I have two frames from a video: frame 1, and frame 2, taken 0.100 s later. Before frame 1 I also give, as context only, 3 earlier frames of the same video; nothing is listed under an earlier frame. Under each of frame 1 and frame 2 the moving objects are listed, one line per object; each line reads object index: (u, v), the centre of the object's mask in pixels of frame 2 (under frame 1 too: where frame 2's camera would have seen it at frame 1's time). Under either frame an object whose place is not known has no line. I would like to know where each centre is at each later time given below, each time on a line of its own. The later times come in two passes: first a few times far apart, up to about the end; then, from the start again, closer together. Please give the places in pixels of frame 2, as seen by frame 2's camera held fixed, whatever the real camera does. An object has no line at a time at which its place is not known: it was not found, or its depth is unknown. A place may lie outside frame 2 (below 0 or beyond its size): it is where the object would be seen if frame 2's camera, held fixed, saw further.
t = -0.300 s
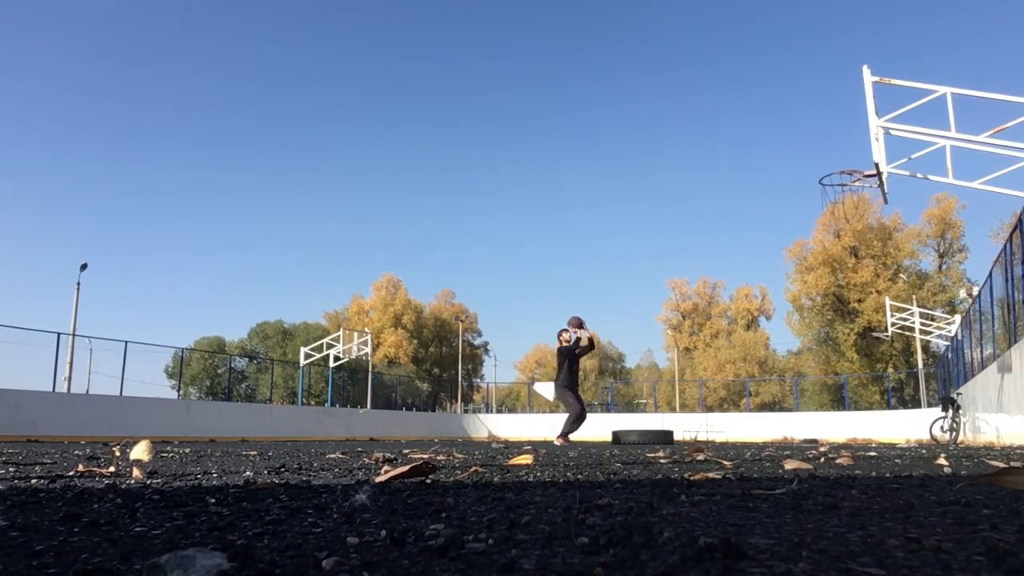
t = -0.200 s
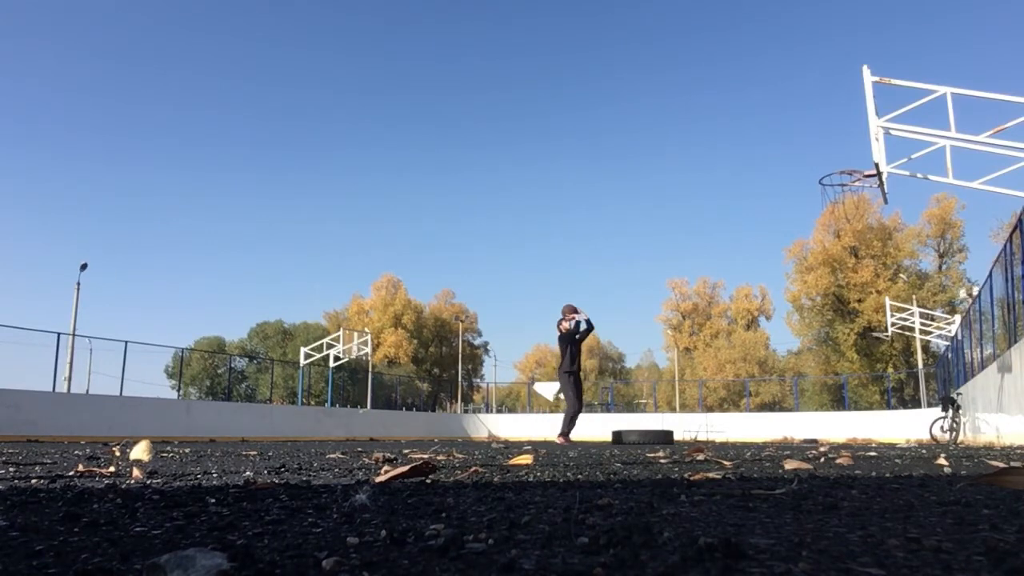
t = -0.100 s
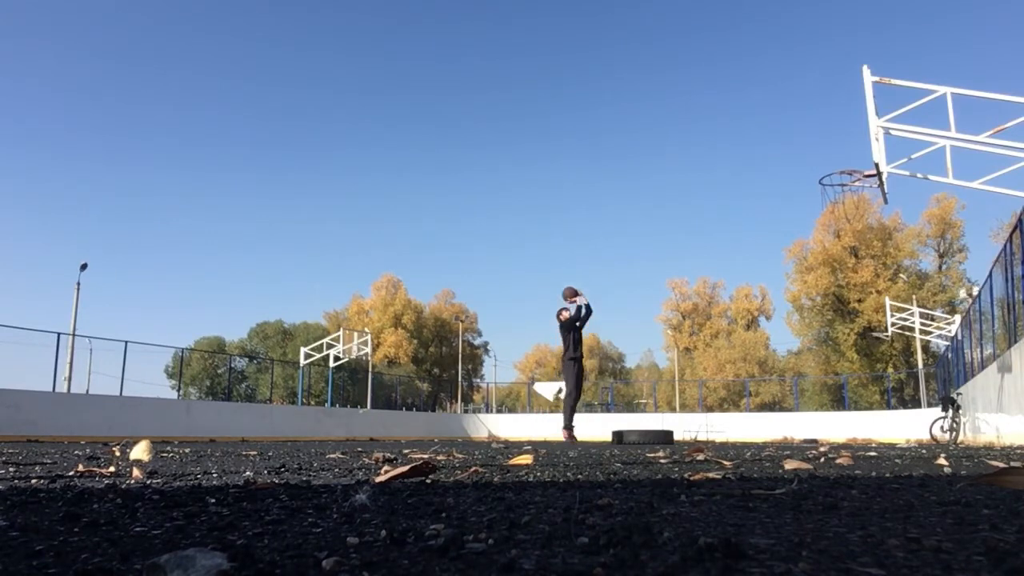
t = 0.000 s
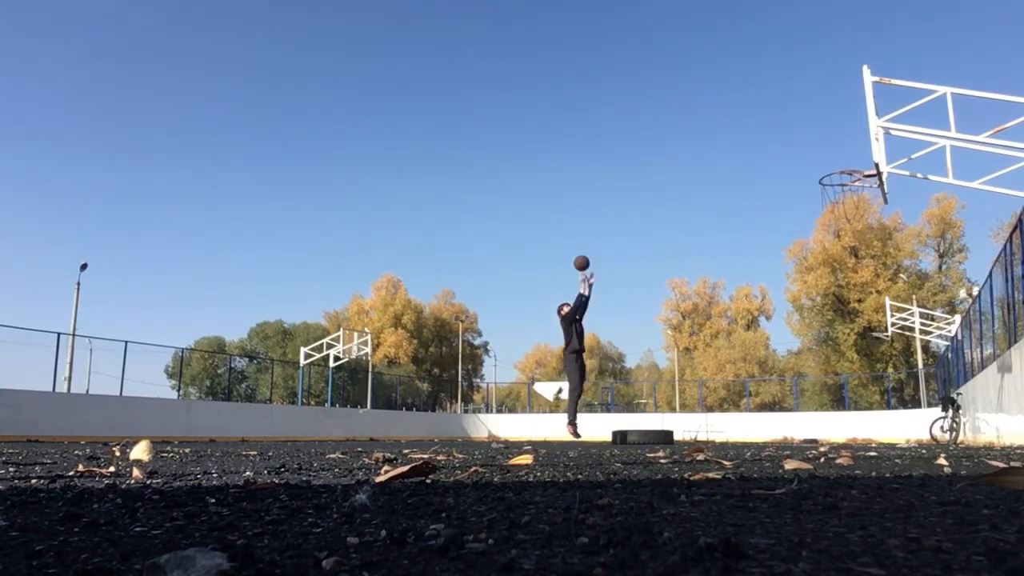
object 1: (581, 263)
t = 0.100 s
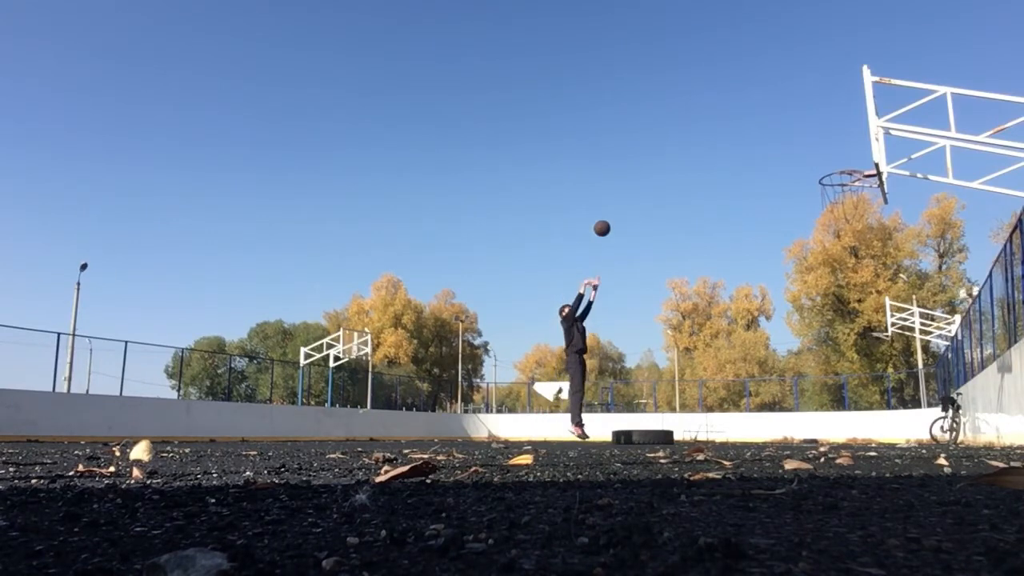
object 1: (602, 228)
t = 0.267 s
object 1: (638, 182)
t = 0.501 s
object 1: (694, 144)
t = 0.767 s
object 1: (771, 145)
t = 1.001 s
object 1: (844, 182)
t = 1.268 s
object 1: (852, 214)
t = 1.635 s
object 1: (871, 310)
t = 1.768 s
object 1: (880, 371)
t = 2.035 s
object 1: (893, 376)
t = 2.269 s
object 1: (903, 318)
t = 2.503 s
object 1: (916, 305)
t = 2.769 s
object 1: (935, 344)
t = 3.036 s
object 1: (959, 435)
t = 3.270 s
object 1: (963, 370)
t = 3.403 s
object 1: (967, 355)
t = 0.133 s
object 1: (609, 218)
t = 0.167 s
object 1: (616, 208)
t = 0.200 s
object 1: (623, 199)
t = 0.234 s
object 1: (630, 190)
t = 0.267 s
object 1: (638, 182)
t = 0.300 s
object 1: (645, 175)
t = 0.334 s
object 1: (653, 168)
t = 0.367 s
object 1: (661, 162)
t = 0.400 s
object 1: (669, 156)
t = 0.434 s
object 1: (678, 152)
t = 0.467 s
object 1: (686, 148)
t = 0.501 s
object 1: (694, 144)
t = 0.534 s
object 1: (703, 142)
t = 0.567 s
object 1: (712, 140)
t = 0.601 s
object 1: (722, 139)
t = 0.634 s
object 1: (731, 138)
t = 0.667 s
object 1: (741, 139)
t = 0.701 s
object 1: (751, 140)
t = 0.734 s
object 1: (761, 142)
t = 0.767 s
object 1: (771, 145)
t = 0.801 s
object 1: (782, 149)
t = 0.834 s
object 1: (793, 154)
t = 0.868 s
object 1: (805, 160)
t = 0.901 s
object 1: (816, 167)
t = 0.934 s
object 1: (828, 174)
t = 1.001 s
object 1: (844, 182)
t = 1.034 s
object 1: (845, 189)
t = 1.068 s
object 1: (846, 196)
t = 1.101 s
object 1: (846, 202)
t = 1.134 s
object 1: (846, 204)
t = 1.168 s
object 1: (848, 206)
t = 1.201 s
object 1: (849, 208)
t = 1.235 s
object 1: (849, 211)
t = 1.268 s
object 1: (852, 214)
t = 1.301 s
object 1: (853, 219)
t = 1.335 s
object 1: (855, 224)
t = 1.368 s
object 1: (856, 230)
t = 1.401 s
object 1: (858, 237)
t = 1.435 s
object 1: (860, 246)
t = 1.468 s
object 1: (861, 253)
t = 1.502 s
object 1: (864, 263)
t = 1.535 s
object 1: (865, 274)
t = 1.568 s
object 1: (867, 285)
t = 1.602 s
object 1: (869, 297)
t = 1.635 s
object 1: (871, 310)
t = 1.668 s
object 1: (874, 324)
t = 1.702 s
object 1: (876, 338)
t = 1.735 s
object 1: (877, 355)
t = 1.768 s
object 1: (880, 371)
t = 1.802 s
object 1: (882, 388)
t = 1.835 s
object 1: (886, 406)
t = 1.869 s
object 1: (888, 426)
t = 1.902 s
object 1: (890, 434)
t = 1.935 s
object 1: (891, 418)
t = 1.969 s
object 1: (891, 403)
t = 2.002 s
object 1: (893, 389)
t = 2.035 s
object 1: (893, 376)
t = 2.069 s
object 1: (894, 365)
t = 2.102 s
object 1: (896, 355)
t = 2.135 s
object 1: (897, 345)
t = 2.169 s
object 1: (899, 336)
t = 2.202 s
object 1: (900, 329)
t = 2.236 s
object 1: (902, 323)
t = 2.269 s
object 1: (903, 318)
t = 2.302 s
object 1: (905, 313)
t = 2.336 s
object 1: (906, 310)
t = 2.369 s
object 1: (909, 306)
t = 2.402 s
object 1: (910, 305)
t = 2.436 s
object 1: (912, 304)
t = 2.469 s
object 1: (914, 304)
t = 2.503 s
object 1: (916, 305)
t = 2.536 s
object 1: (918, 306)
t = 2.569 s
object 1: (920, 308)
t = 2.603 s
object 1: (923, 313)
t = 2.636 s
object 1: (926, 317)
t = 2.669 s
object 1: (928, 323)
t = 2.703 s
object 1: (930, 328)
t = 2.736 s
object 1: (932, 336)
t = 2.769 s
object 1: (935, 344)
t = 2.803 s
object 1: (938, 353)
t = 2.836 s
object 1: (941, 363)
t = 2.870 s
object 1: (944, 374)
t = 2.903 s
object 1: (947, 385)
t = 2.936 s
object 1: (950, 398)
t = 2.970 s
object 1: (955, 411)
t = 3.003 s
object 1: (957, 427)
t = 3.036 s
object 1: (959, 435)
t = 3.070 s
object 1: (960, 423)
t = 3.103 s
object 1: (960, 411)
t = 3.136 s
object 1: (961, 401)
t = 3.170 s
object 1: (961, 392)
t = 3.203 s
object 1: (962, 384)
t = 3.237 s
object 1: (963, 376)
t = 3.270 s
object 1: (963, 370)
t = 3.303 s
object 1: (964, 365)
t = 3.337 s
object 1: (965, 360)
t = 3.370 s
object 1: (966, 357)
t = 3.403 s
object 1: (967, 355)
